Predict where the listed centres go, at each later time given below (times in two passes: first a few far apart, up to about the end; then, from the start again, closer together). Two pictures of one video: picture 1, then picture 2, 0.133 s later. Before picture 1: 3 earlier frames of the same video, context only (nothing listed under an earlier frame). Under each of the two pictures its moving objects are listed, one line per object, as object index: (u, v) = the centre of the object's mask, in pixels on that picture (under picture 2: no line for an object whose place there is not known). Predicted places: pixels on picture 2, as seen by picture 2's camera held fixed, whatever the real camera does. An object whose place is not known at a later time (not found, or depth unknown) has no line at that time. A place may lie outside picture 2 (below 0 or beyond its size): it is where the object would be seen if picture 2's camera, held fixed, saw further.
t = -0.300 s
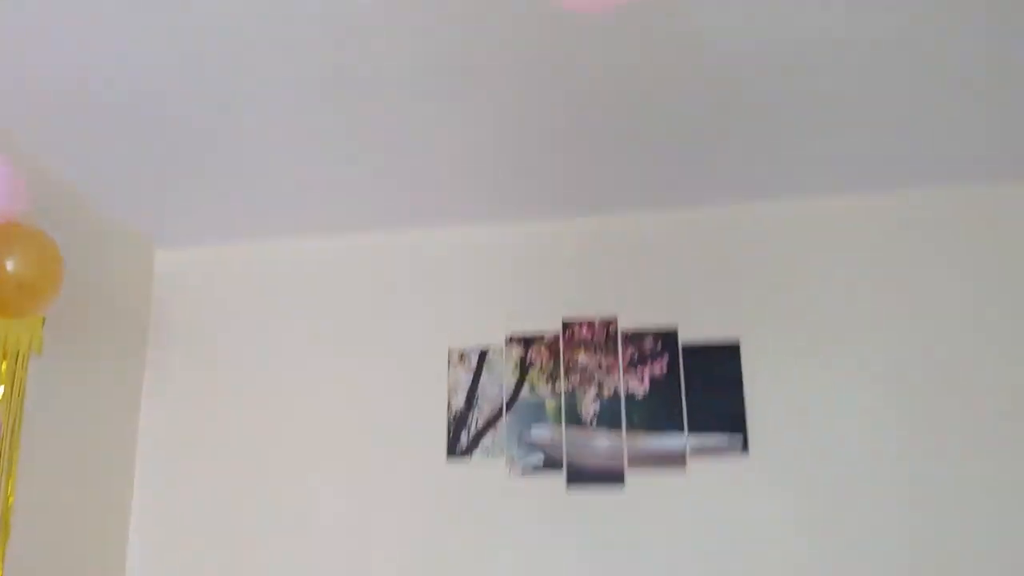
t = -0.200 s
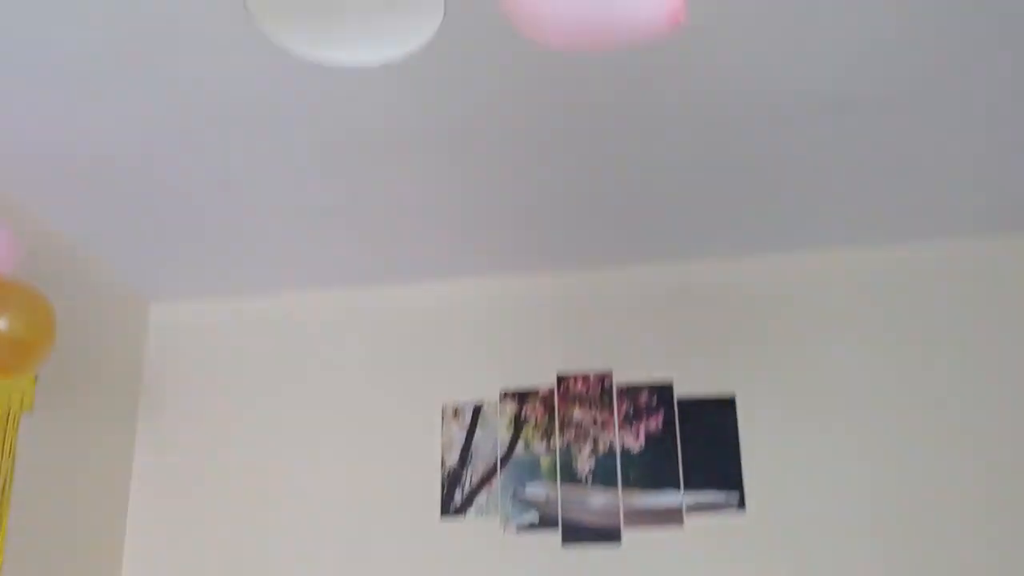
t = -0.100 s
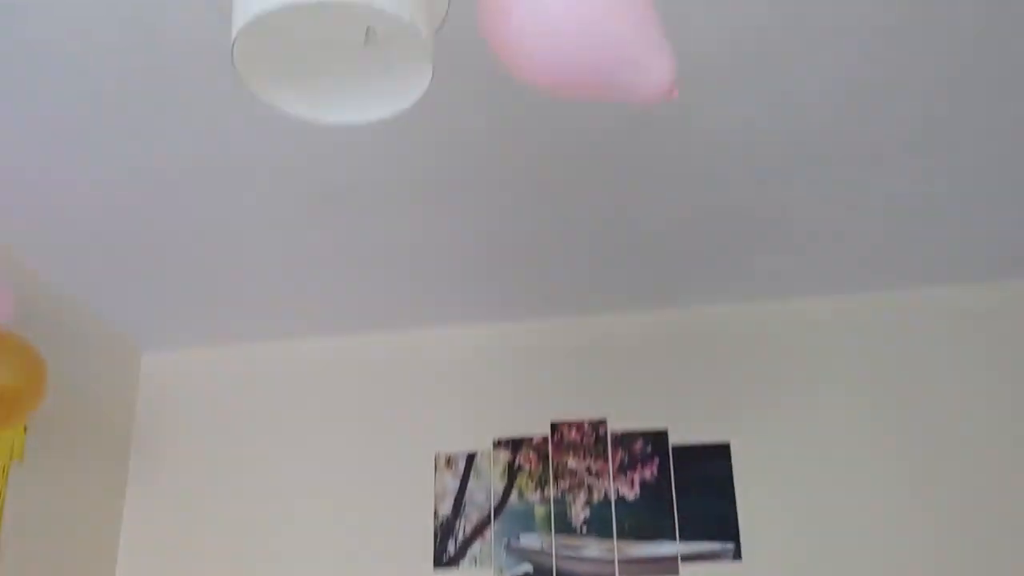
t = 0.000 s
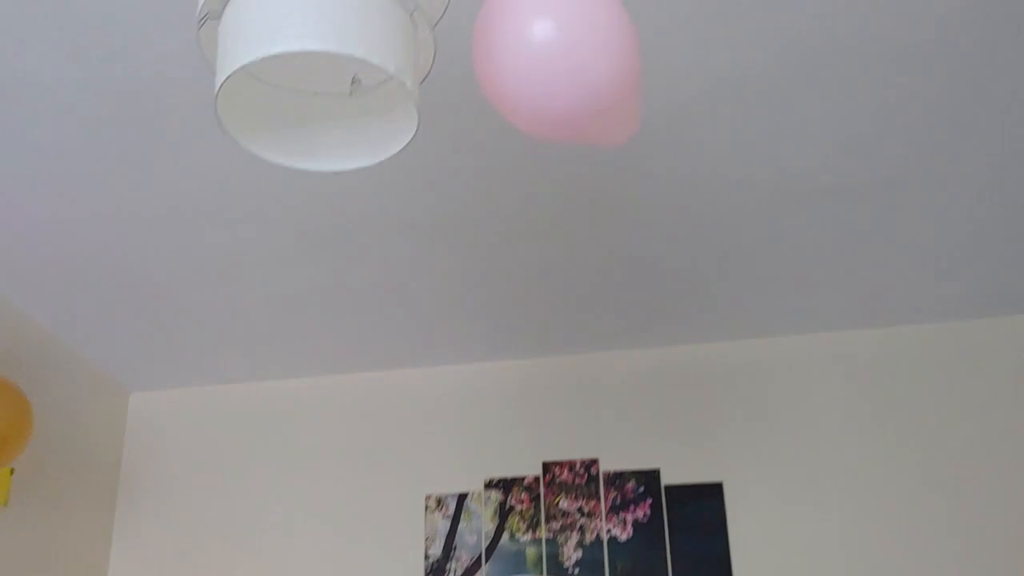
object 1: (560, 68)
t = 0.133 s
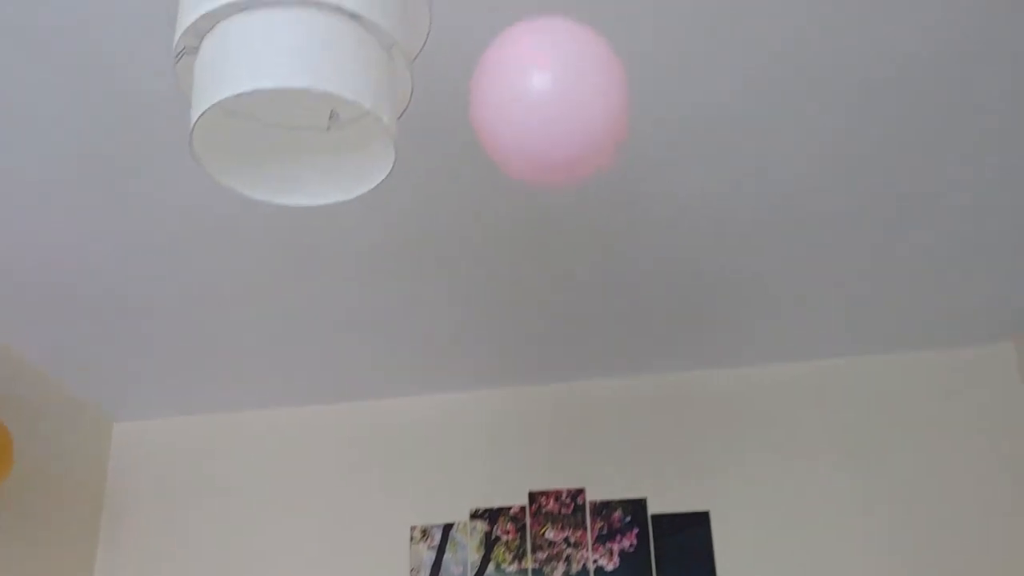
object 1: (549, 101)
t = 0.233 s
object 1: (562, 124)
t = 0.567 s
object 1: (596, 250)
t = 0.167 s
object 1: (553, 107)
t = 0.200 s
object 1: (557, 115)
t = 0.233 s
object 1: (562, 124)
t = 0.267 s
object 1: (565, 134)
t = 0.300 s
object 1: (569, 144)
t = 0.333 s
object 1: (573, 156)
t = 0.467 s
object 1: (585, 207)
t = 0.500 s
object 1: (590, 221)
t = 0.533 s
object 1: (593, 235)
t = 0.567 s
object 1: (596, 250)
